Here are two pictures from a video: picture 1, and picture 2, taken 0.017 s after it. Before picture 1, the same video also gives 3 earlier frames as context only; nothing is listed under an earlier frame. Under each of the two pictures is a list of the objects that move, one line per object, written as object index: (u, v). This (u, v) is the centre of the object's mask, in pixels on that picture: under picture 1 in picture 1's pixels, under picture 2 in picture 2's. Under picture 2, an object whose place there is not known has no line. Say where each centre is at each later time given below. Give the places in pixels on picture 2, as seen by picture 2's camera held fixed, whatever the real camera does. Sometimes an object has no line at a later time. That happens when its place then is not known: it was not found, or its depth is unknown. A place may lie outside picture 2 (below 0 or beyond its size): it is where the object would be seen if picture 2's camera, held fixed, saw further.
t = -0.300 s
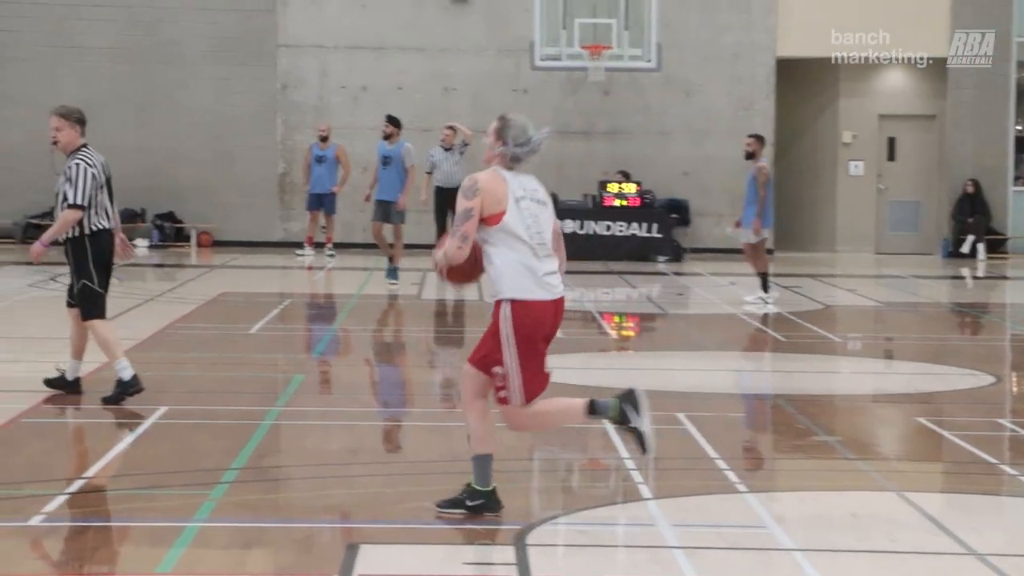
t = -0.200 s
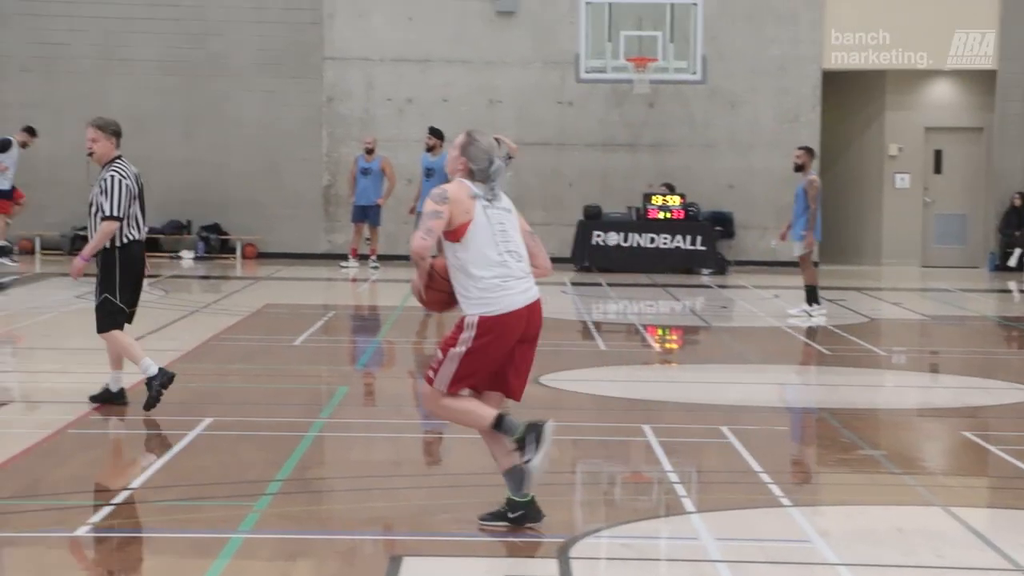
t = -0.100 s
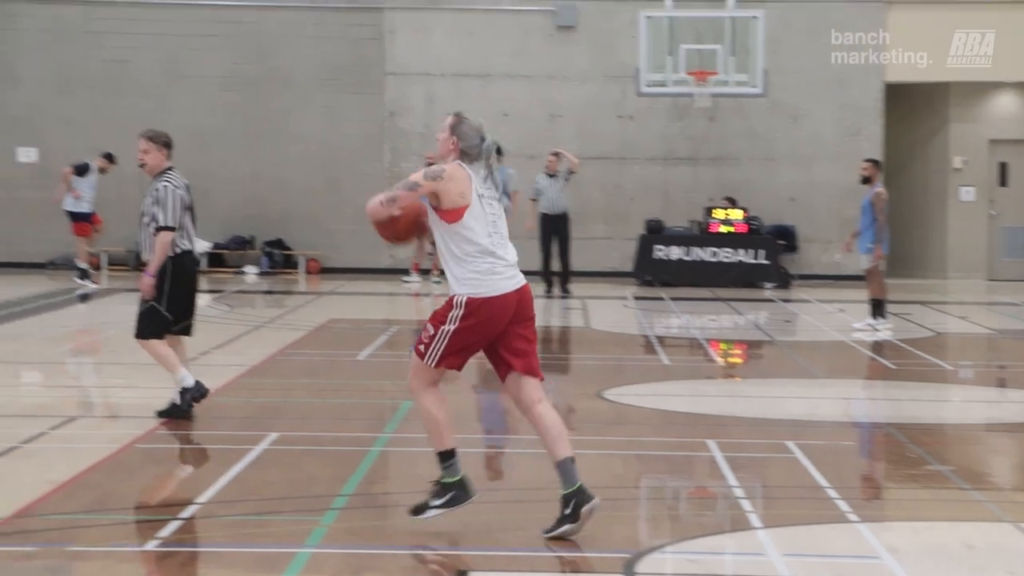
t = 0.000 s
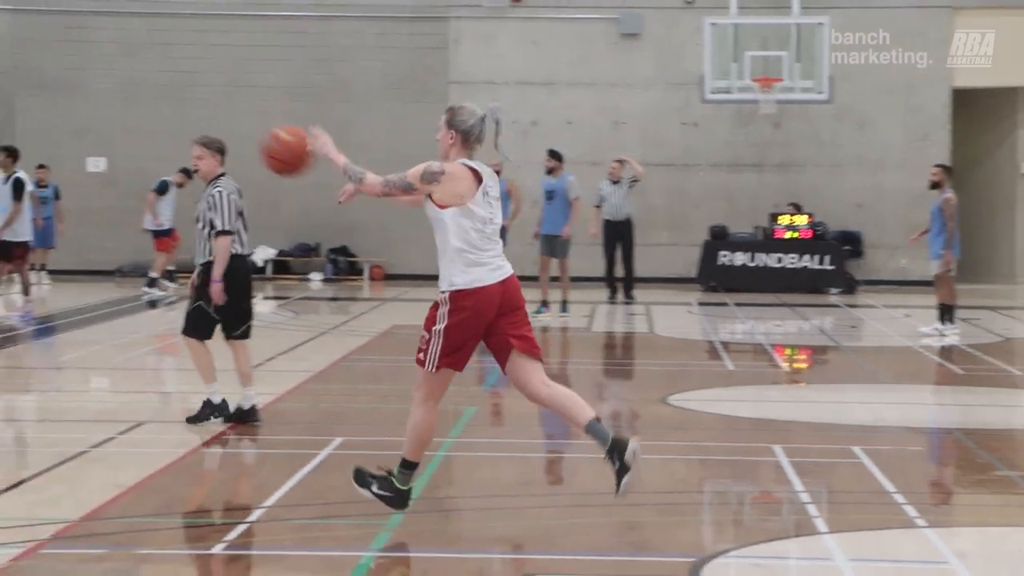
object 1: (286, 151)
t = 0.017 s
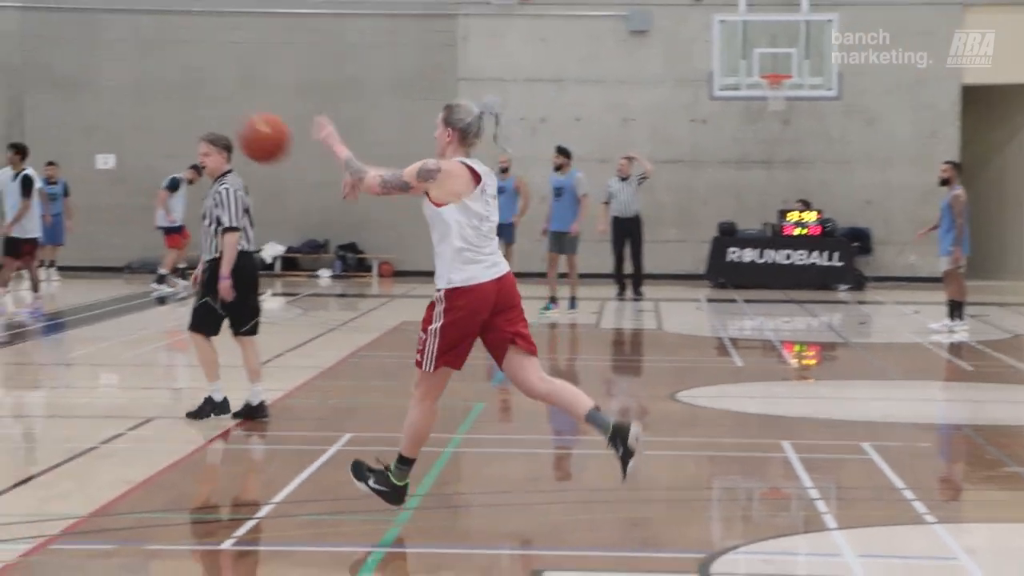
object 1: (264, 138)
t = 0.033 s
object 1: (233, 129)
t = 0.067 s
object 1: (176, 113)
